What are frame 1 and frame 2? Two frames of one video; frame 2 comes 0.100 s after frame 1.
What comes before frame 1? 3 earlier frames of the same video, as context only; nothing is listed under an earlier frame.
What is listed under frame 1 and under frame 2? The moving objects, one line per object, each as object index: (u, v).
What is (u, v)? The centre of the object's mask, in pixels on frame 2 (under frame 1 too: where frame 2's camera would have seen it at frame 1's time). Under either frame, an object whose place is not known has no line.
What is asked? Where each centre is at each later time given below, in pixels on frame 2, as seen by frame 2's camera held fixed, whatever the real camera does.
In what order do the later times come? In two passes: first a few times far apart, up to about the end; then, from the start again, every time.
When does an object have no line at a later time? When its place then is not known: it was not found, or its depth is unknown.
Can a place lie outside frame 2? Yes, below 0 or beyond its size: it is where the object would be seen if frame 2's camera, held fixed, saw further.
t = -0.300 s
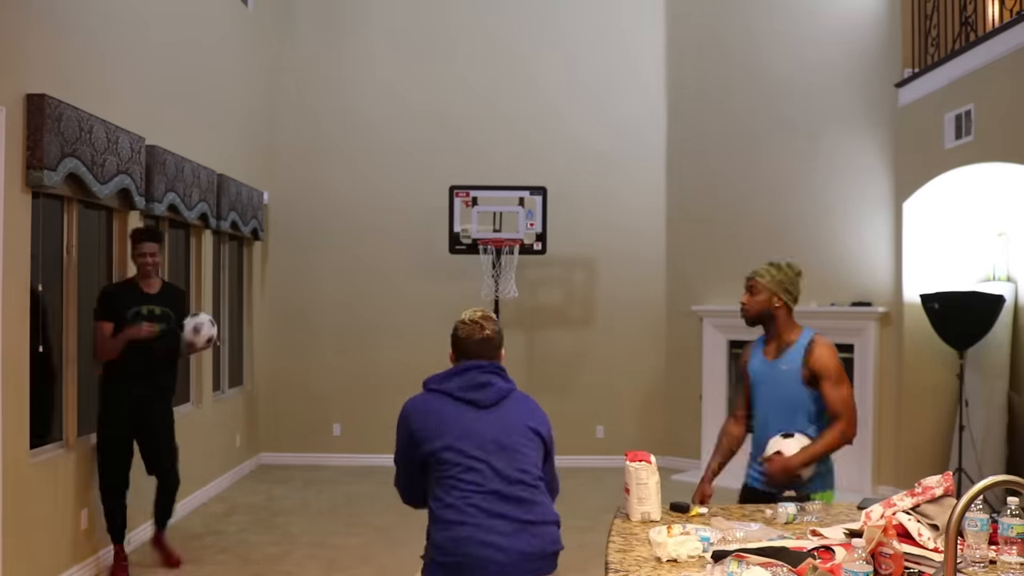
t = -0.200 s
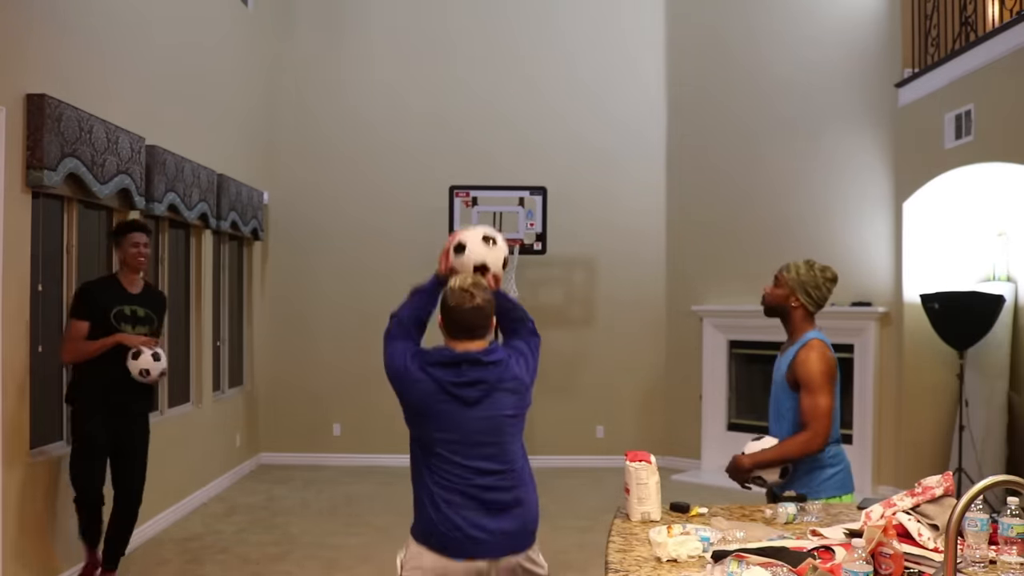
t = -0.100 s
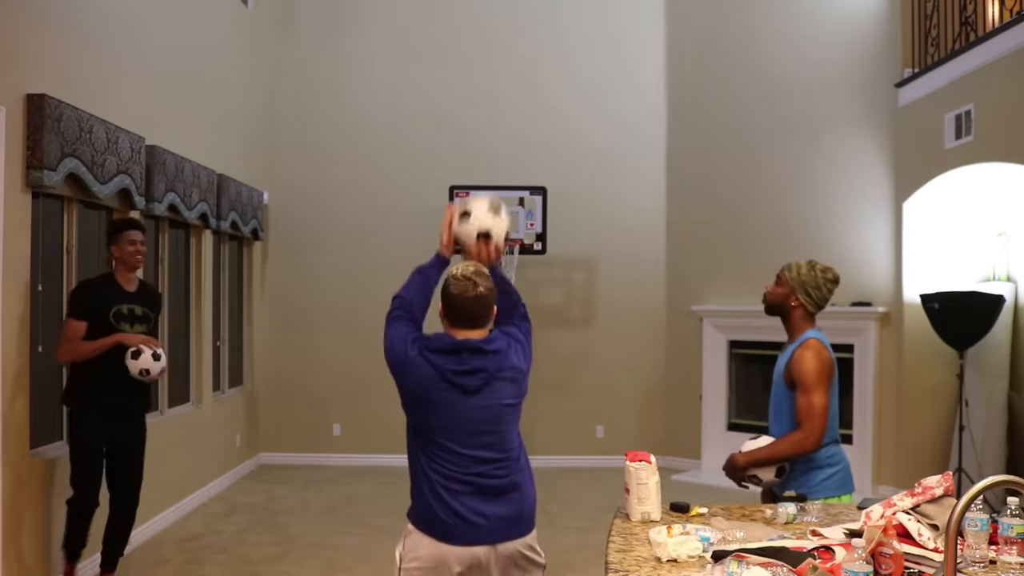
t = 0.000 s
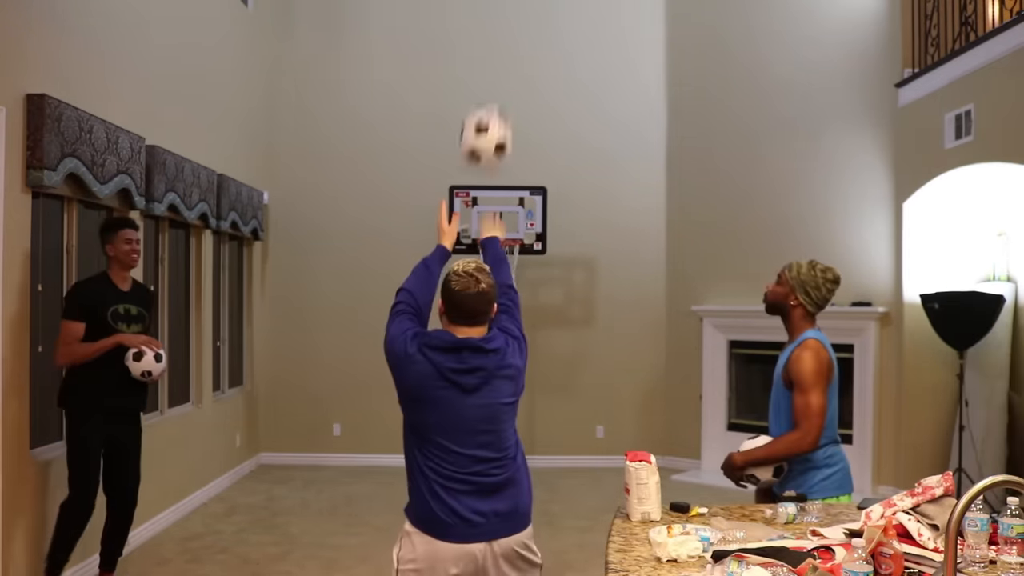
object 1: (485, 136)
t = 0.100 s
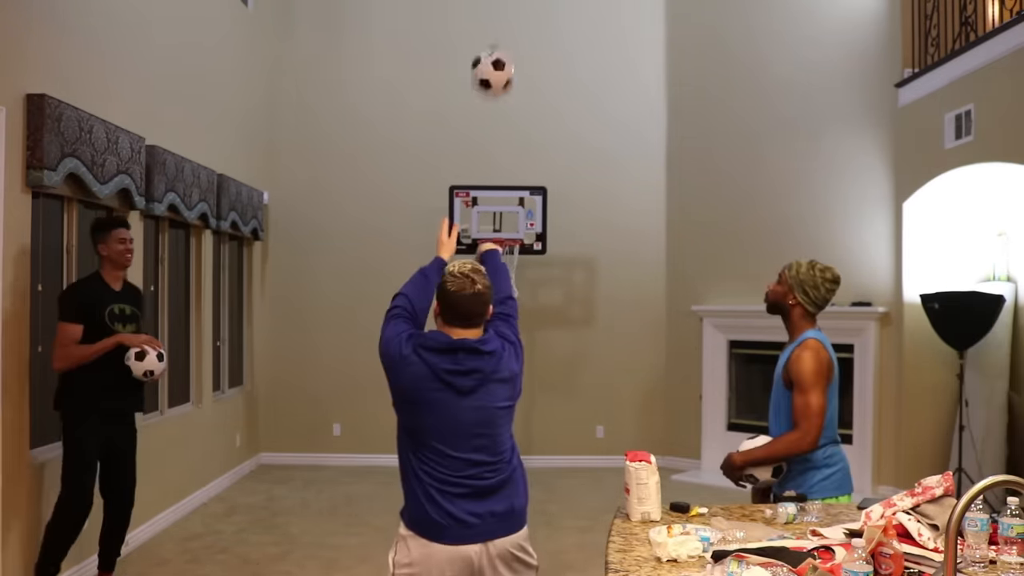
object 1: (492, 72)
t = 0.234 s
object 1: (499, 34)
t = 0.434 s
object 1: (505, 43)
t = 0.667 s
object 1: (509, 117)
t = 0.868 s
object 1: (513, 220)
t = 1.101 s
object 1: (500, 230)
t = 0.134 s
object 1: (494, 60)
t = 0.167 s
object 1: (496, 47)
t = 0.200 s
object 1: (498, 39)
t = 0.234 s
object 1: (499, 34)
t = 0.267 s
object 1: (499, 31)
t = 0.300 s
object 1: (501, 30)
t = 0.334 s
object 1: (502, 31)
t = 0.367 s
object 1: (503, 33)
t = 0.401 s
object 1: (504, 37)
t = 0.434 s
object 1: (505, 43)
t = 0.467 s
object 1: (506, 50)
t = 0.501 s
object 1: (506, 58)
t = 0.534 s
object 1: (507, 69)
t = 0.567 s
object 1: (508, 80)
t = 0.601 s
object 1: (508, 92)
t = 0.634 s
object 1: (509, 104)
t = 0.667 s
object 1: (509, 117)
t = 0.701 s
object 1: (509, 133)
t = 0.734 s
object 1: (510, 147)
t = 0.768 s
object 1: (510, 164)
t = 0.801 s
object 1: (510, 180)
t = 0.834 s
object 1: (512, 199)
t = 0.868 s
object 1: (513, 220)
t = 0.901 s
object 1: (513, 233)
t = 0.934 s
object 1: (511, 242)
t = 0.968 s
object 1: (510, 241)
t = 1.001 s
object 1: (508, 240)
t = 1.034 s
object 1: (505, 231)
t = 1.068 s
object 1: (503, 233)
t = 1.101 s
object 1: (500, 230)
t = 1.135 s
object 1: (498, 230)
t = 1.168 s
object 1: (494, 229)
